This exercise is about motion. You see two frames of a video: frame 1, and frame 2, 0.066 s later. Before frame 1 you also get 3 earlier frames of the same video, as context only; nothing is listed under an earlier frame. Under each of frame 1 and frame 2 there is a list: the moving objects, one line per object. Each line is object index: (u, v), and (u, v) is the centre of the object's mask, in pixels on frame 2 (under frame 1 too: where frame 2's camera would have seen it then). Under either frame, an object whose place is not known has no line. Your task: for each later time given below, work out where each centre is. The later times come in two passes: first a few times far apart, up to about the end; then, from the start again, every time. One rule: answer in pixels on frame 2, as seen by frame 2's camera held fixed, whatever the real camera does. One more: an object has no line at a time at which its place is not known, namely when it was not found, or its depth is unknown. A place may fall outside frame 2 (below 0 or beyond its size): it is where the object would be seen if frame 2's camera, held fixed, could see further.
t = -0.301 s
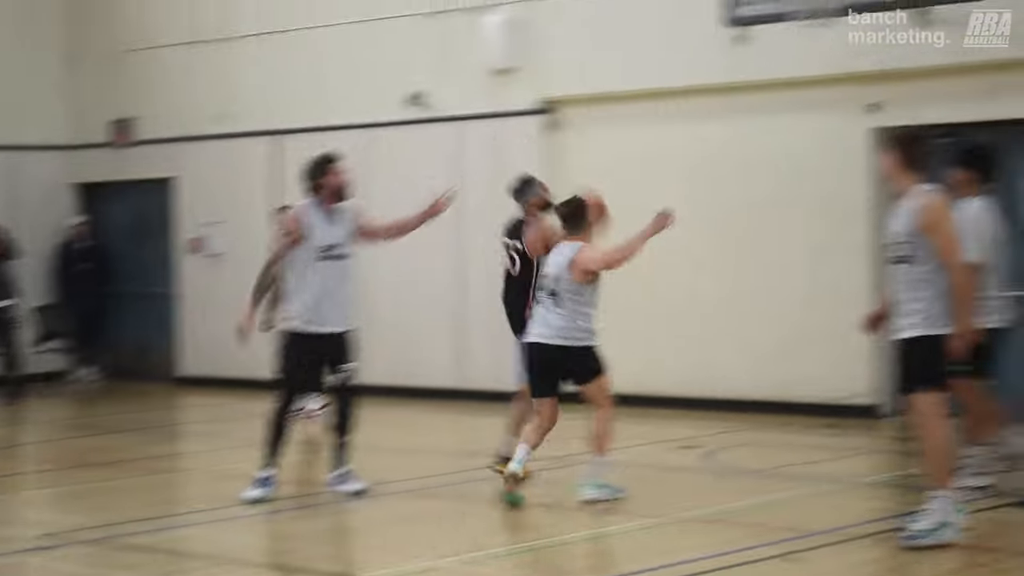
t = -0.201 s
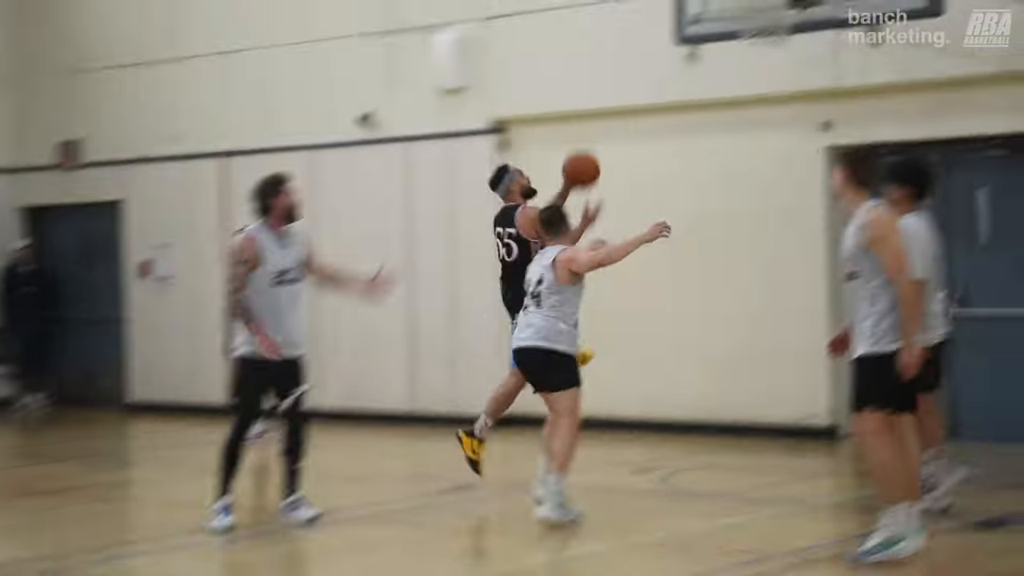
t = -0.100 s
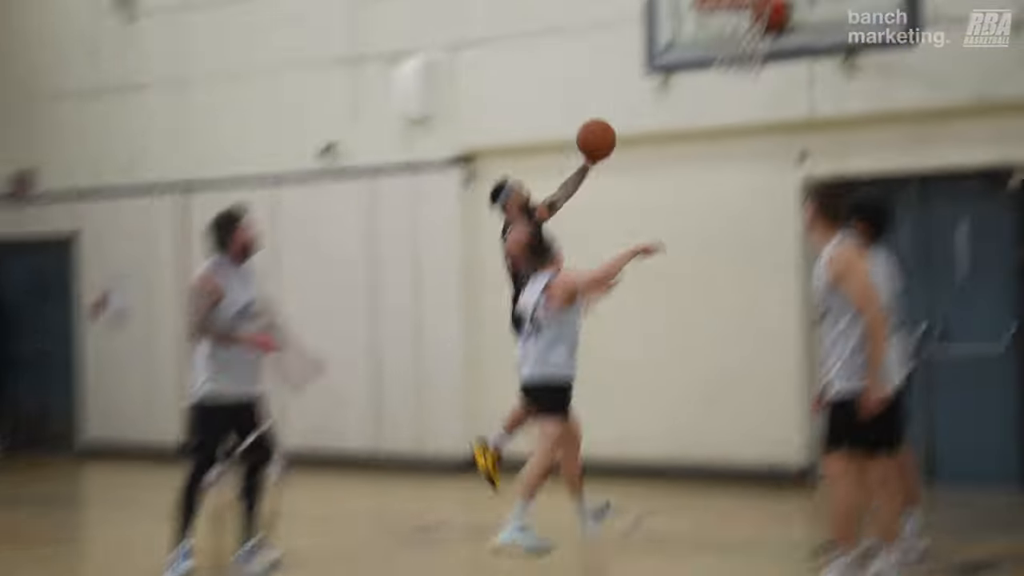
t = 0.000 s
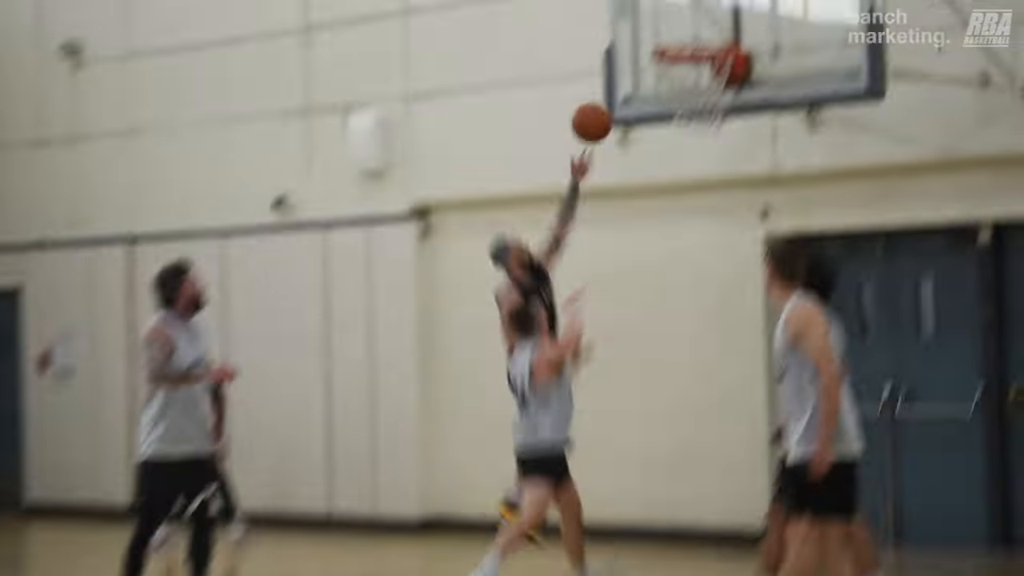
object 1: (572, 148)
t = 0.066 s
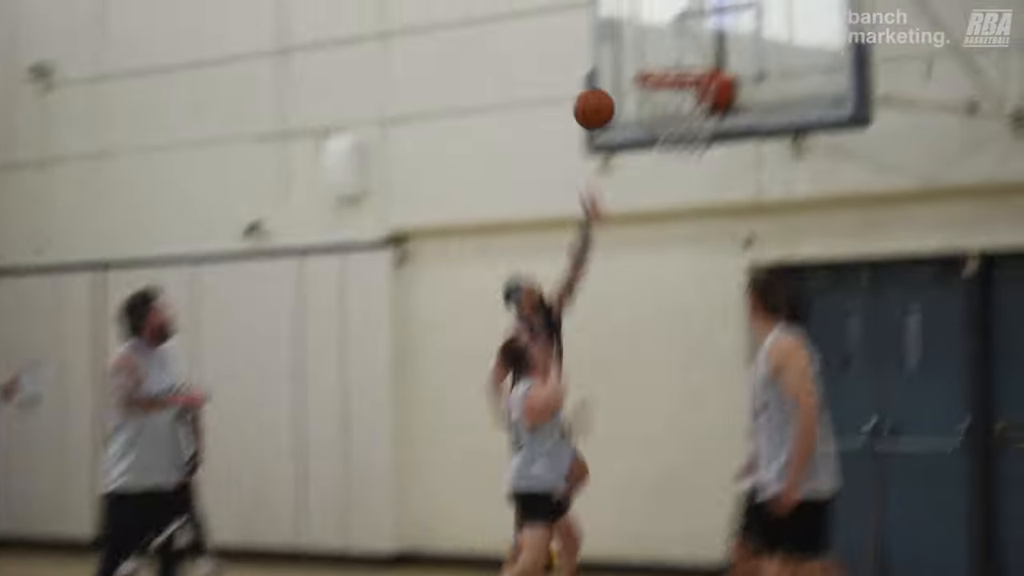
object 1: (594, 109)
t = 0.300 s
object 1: (667, 28)
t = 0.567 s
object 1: (687, 32)
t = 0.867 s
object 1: (674, 63)
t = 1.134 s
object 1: (673, 121)
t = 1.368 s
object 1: (667, 166)
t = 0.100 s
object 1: (604, 91)
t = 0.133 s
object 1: (616, 76)
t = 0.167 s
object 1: (627, 63)
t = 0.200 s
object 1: (638, 52)
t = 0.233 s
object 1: (650, 42)
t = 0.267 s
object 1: (661, 36)
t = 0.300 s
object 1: (667, 28)
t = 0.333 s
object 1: (669, 22)
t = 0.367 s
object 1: (671, 18)
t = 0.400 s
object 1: (674, 16)
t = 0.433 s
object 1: (676, 15)
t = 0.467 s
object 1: (679, 17)
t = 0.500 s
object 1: (682, 20)
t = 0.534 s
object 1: (684, 25)
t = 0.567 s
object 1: (687, 32)
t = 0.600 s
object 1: (690, 42)
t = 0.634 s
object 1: (693, 52)
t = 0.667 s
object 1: (691, 56)
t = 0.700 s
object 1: (681, 56)
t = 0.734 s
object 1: (671, 58)
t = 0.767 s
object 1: (658, 61)
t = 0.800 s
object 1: (657, 62)
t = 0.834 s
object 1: (665, 62)
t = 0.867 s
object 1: (674, 63)
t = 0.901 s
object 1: (682, 78)
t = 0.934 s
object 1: (685, 83)
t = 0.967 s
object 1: (686, 90)
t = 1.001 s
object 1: (685, 94)
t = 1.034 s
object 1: (683, 100)
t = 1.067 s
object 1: (677, 112)
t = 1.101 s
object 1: (676, 119)
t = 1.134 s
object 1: (673, 121)
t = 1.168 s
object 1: (671, 123)
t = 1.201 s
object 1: (668, 127)
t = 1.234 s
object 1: (668, 131)
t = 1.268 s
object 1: (668, 137)
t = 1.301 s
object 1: (668, 146)
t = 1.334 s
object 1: (667, 157)
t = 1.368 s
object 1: (667, 166)
